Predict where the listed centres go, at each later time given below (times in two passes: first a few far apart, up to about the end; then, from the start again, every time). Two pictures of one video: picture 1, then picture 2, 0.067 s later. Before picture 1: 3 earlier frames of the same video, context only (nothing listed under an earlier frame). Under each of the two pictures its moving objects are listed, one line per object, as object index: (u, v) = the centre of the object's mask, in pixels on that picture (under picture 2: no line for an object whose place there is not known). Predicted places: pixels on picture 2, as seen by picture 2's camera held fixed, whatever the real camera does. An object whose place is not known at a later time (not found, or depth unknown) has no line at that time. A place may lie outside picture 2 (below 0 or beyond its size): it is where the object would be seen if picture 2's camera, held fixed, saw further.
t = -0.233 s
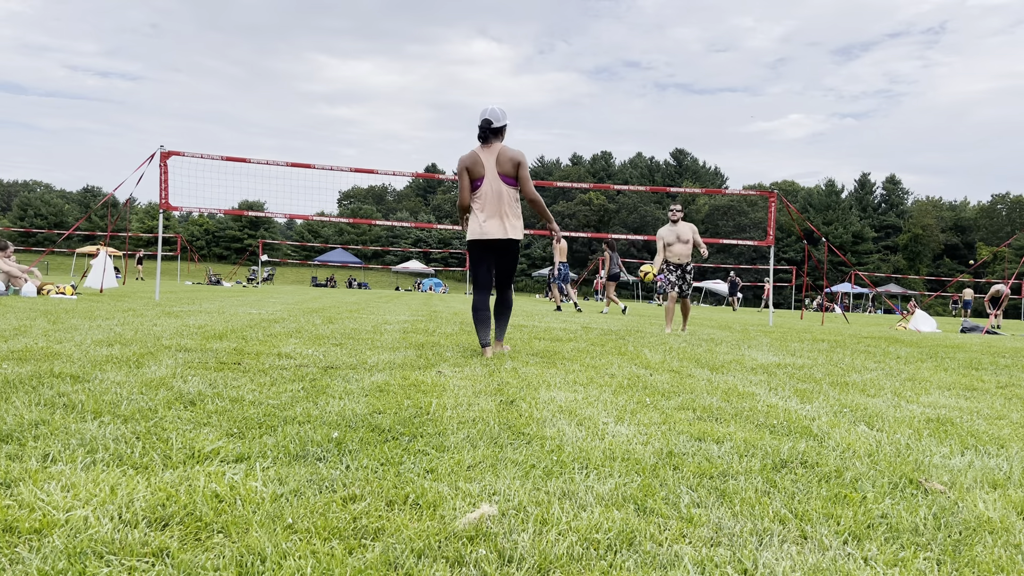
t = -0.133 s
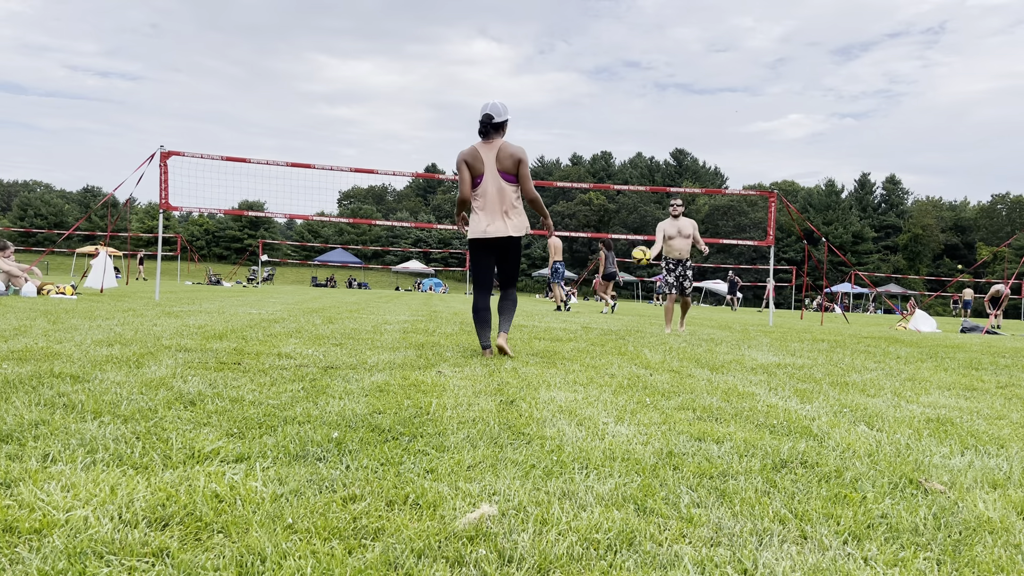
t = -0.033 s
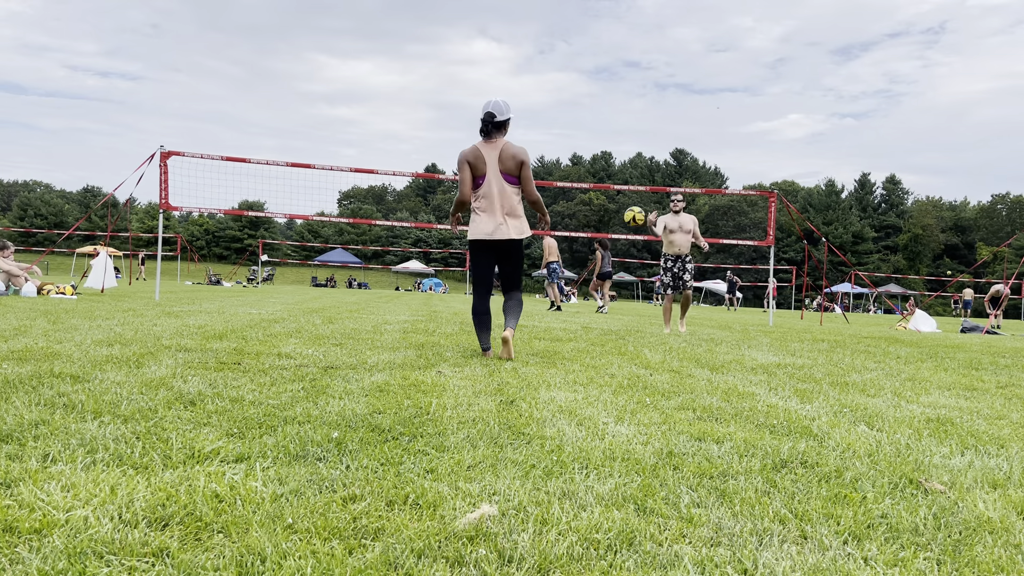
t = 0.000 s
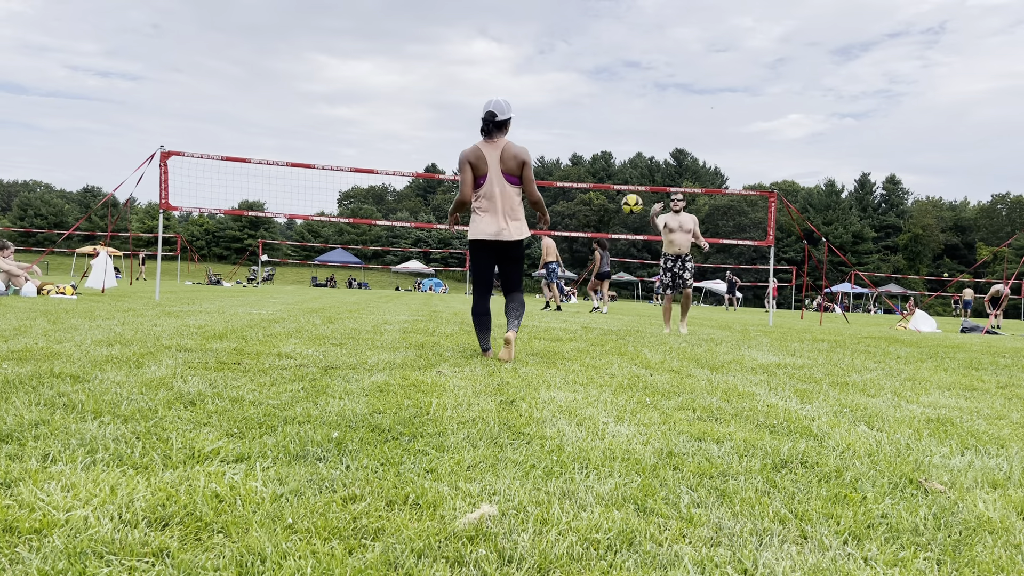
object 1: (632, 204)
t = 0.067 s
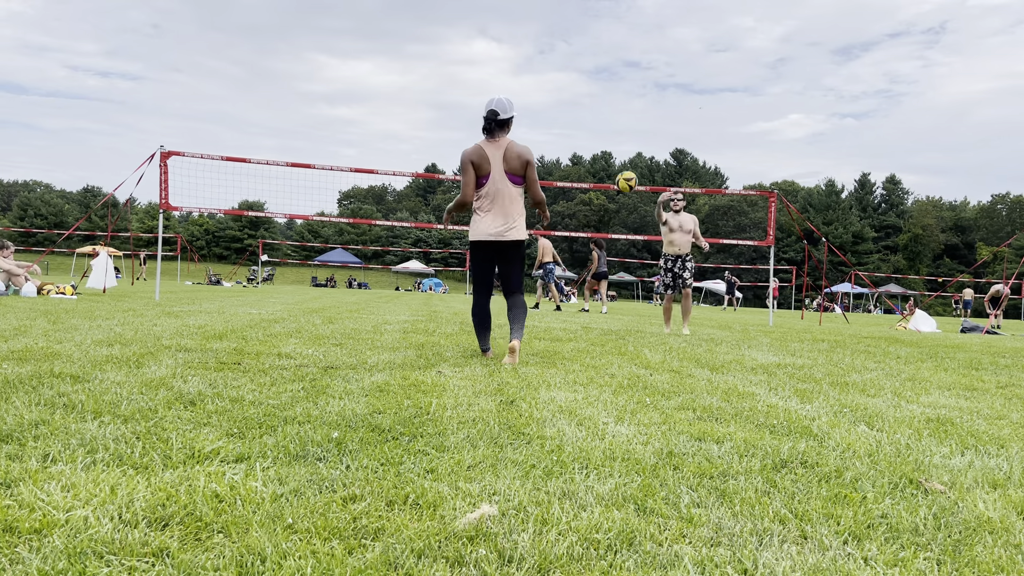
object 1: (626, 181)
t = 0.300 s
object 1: (605, 128)
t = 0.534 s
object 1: (574, 131)
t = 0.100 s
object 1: (624, 172)
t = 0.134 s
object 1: (621, 162)
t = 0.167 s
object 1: (618, 154)
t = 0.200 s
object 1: (615, 146)
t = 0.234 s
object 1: (611, 139)
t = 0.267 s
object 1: (608, 133)
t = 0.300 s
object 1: (605, 128)
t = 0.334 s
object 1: (601, 124)
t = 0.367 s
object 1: (597, 122)
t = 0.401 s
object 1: (593, 121)
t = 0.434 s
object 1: (588, 121)
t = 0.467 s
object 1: (584, 123)
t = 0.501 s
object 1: (579, 126)
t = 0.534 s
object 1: (574, 131)
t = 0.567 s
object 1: (569, 137)
